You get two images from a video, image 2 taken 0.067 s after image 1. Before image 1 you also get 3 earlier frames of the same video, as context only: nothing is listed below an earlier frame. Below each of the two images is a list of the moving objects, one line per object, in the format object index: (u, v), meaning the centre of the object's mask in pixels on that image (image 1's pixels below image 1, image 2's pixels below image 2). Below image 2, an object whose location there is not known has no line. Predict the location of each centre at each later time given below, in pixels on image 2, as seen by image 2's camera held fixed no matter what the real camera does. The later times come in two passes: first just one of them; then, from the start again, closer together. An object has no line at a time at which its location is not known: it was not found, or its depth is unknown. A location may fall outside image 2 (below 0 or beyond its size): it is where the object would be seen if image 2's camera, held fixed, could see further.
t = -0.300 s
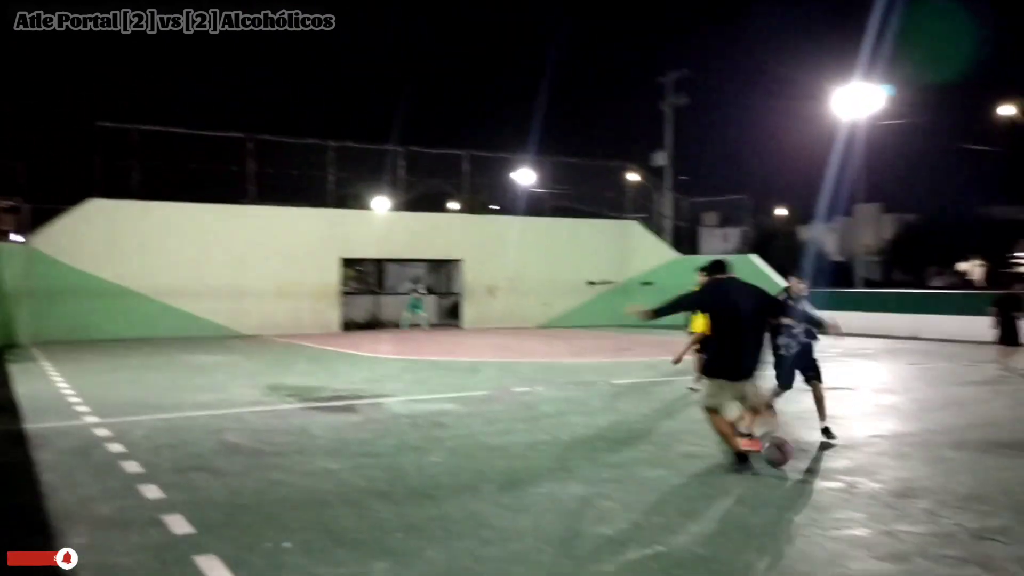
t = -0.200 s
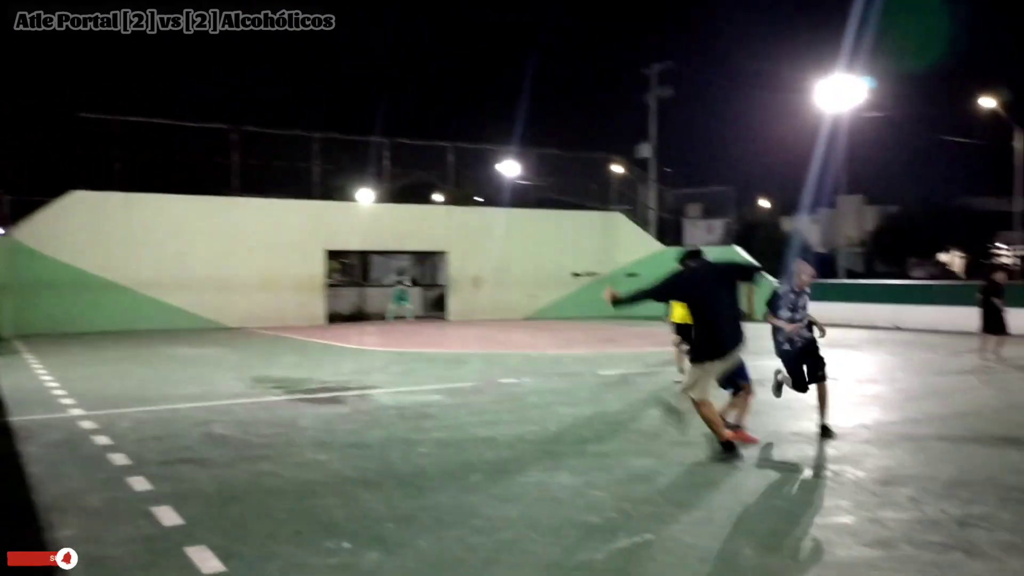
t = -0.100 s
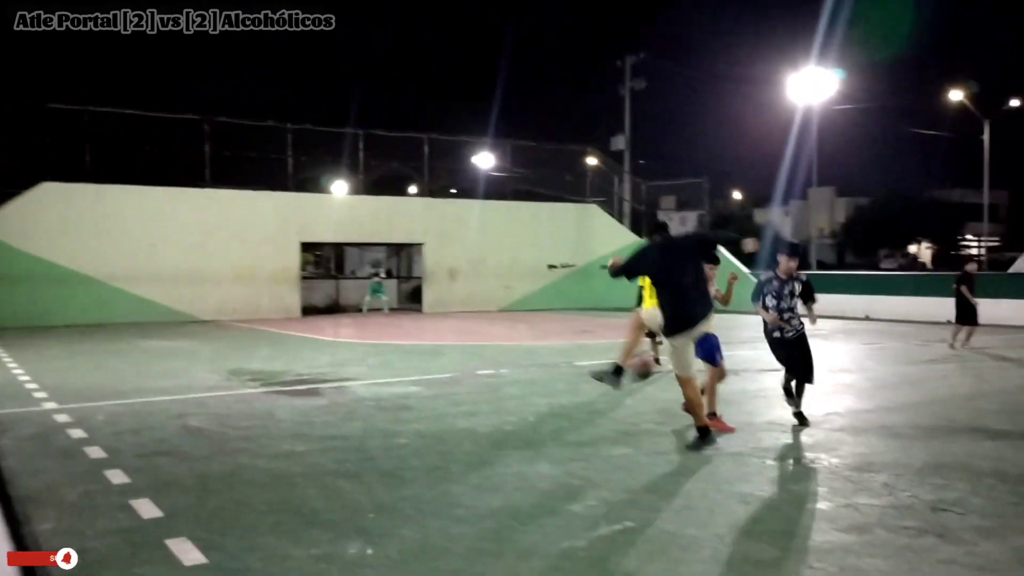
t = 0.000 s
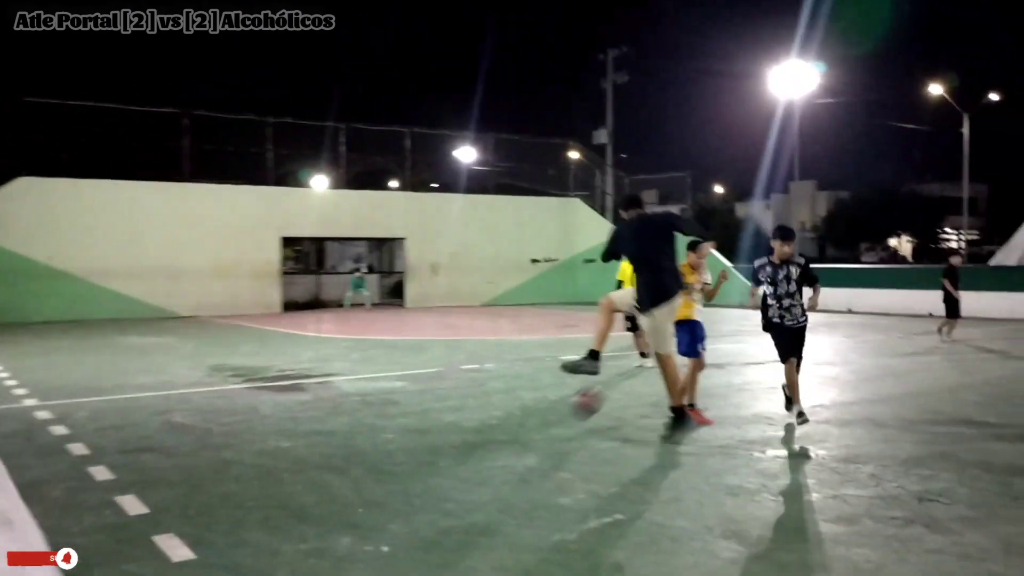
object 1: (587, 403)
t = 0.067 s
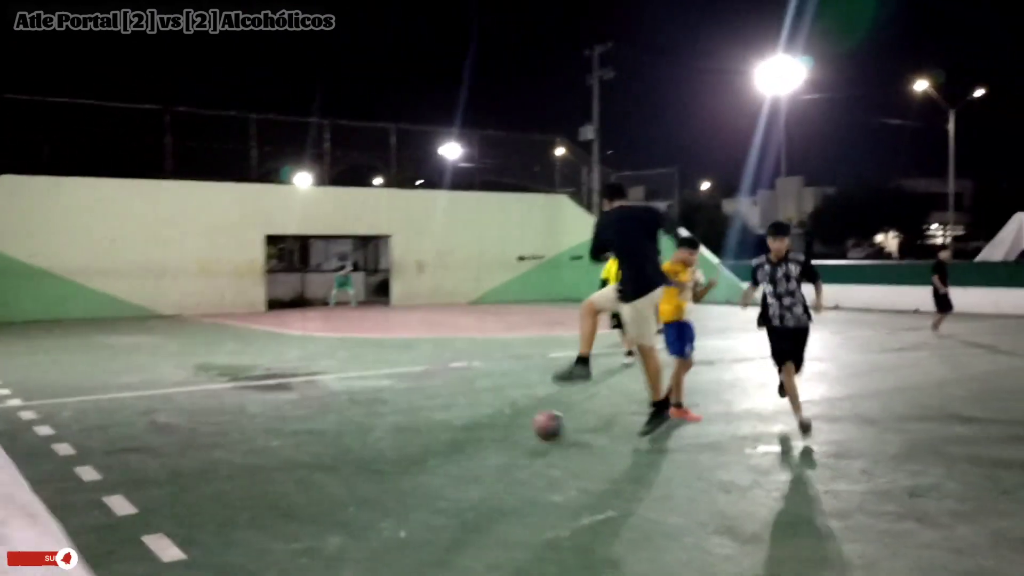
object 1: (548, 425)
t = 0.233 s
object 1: (513, 396)
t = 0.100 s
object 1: (542, 417)
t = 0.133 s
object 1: (535, 410)
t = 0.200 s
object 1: (521, 399)
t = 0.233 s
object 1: (513, 396)
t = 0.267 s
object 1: (505, 394)
